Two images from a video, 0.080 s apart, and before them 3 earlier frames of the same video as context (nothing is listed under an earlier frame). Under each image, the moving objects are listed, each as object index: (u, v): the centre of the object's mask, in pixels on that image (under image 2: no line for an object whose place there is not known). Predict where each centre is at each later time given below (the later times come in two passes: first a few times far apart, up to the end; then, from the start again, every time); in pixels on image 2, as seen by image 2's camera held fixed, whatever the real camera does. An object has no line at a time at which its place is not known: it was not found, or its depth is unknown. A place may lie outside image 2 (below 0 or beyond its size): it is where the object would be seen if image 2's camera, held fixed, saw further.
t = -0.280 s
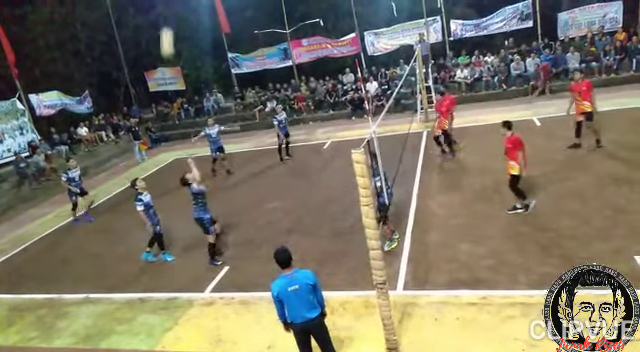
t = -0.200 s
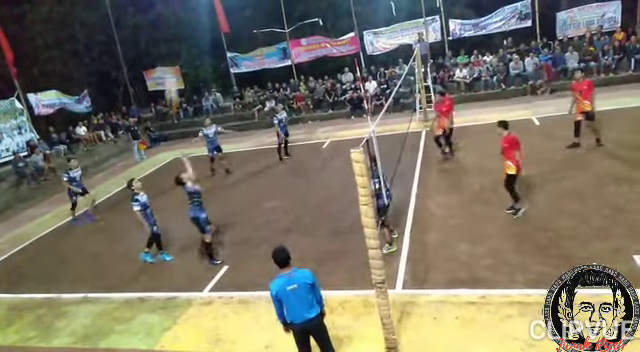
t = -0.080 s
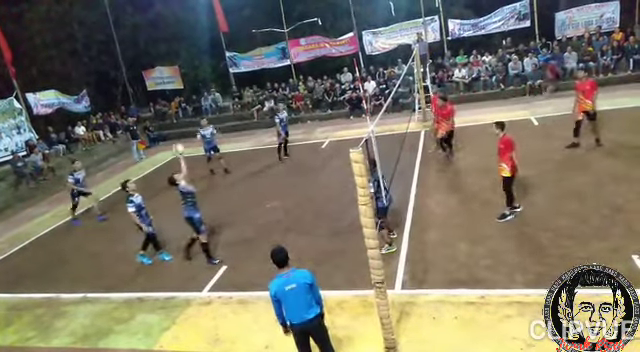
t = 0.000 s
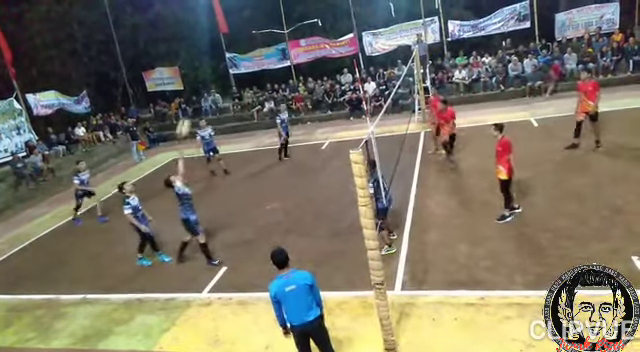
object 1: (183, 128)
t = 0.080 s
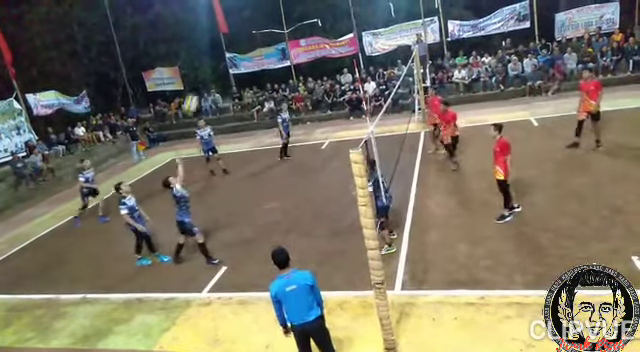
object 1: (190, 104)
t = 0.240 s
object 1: (209, 66)
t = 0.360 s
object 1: (225, 47)
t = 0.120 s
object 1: (194, 92)
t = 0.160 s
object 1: (199, 83)
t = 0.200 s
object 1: (204, 74)
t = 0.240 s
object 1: (209, 66)
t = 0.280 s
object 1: (214, 58)
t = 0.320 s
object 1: (218, 53)
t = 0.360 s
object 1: (225, 47)
